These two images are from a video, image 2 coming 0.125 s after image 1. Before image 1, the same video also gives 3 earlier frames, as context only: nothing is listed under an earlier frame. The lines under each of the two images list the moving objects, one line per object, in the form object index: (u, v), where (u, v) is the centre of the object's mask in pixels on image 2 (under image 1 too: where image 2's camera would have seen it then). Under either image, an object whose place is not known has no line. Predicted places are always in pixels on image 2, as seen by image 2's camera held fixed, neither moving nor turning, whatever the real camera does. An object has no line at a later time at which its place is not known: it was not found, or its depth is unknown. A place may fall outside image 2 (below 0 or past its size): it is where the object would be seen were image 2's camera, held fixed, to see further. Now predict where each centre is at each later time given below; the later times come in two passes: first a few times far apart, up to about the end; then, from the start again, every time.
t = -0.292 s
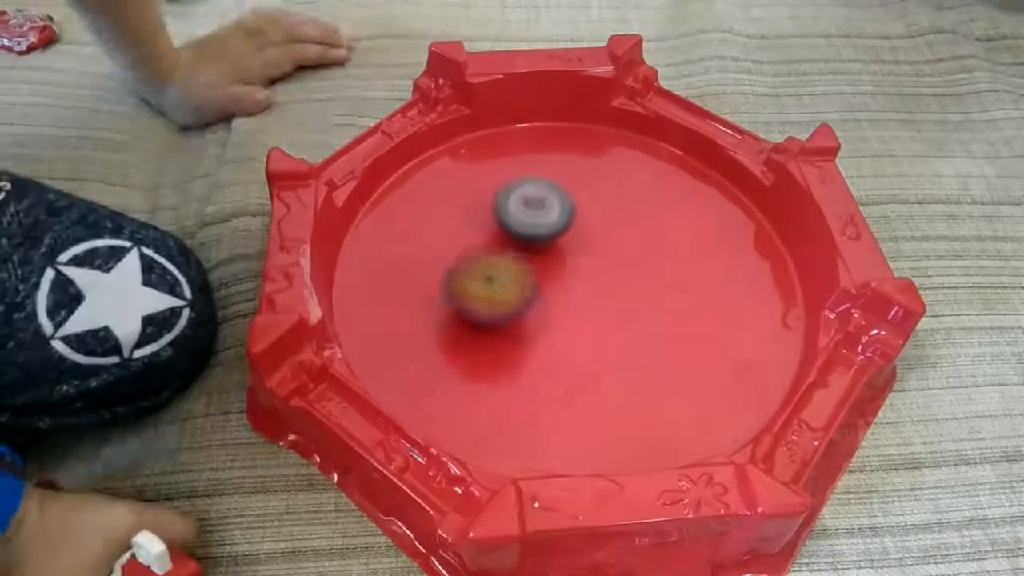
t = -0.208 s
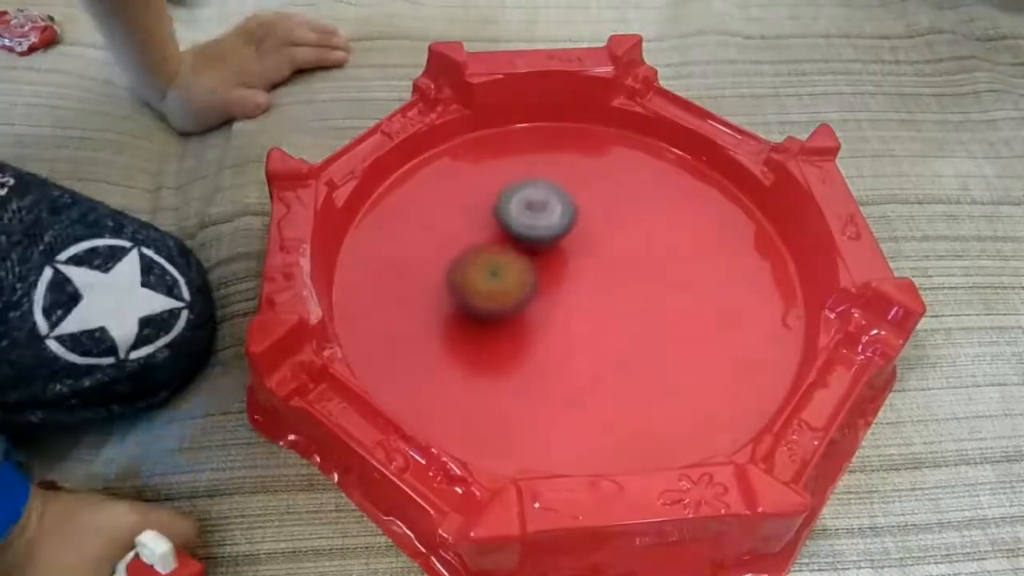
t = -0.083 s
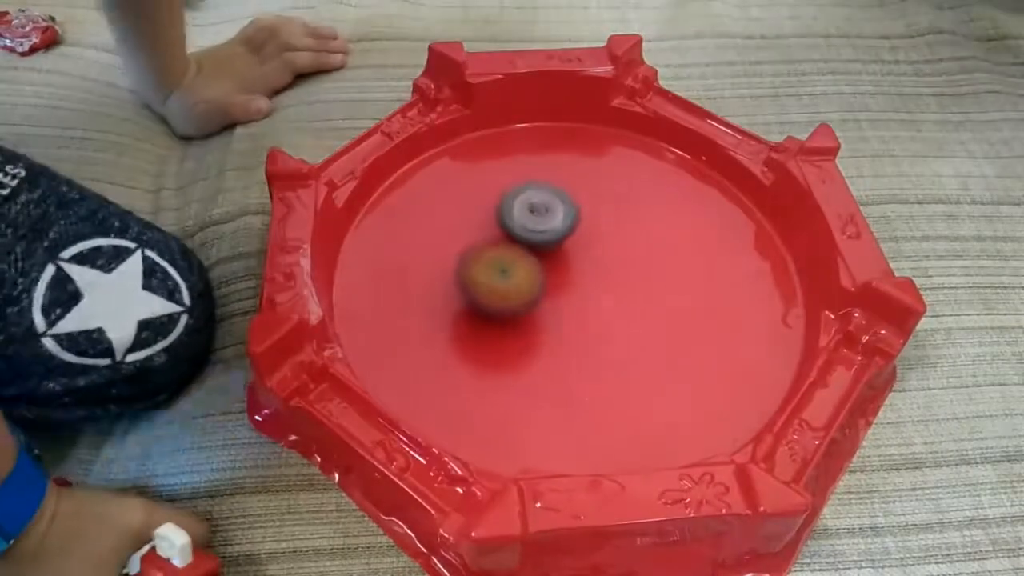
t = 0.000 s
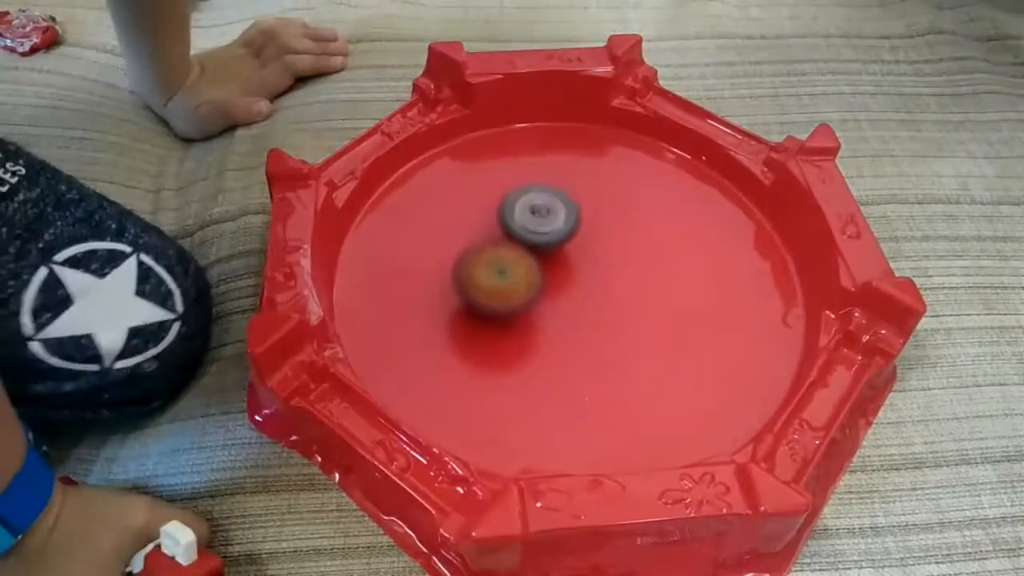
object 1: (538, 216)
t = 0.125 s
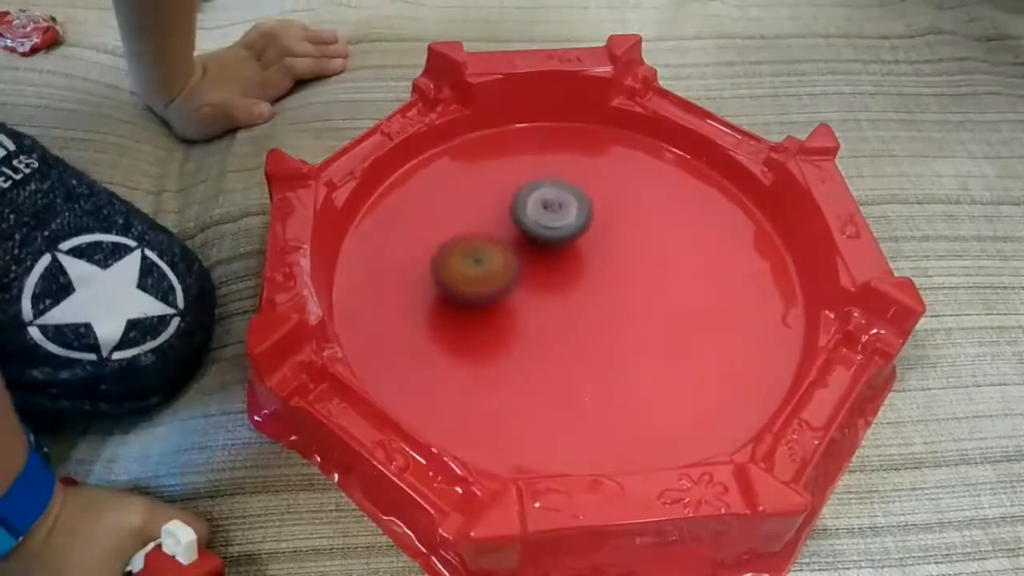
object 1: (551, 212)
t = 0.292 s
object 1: (558, 207)
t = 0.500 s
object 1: (563, 207)
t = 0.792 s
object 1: (590, 208)
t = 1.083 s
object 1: (596, 215)
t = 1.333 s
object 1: (624, 226)
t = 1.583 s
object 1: (635, 234)
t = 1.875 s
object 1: (629, 250)
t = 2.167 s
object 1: (623, 283)
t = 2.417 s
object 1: (622, 306)
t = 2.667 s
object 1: (601, 304)
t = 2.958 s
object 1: (568, 285)
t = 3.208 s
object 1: (548, 272)
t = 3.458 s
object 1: (536, 256)
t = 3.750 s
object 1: (532, 257)
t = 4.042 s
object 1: (533, 248)
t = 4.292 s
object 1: (535, 244)
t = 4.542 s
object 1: (534, 255)
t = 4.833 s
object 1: (526, 255)
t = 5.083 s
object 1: (518, 264)
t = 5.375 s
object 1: (509, 265)
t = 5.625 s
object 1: (507, 265)
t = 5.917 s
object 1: (499, 282)
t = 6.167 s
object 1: (478, 293)
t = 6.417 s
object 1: (473, 290)
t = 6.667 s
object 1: (496, 274)
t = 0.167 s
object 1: (554, 210)
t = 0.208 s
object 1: (556, 208)
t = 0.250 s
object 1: (557, 208)
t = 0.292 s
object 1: (558, 207)
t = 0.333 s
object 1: (559, 206)
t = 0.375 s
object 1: (560, 206)
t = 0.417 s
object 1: (561, 206)
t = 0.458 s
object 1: (562, 207)
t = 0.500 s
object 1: (563, 207)
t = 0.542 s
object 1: (565, 207)
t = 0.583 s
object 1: (566, 208)
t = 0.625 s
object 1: (567, 209)
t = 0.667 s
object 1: (571, 210)
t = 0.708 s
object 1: (580, 209)
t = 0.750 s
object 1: (586, 208)
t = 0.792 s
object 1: (590, 208)
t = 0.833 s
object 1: (593, 208)
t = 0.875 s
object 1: (596, 209)
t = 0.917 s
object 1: (598, 209)
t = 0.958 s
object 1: (598, 210)
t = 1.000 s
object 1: (598, 211)
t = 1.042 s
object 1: (597, 213)
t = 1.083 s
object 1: (596, 215)
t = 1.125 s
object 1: (595, 218)
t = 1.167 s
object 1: (594, 219)
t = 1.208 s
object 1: (593, 222)
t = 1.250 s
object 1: (603, 225)
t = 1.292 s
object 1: (618, 226)
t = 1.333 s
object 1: (624, 226)
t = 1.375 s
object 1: (628, 226)
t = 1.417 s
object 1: (630, 227)
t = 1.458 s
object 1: (632, 229)
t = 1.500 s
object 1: (633, 230)
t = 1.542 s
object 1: (634, 232)
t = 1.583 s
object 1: (635, 234)
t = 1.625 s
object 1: (635, 236)
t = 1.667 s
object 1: (635, 239)
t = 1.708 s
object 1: (635, 242)
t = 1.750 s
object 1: (635, 244)
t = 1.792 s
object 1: (634, 246)
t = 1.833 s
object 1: (632, 248)
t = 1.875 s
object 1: (629, 250)
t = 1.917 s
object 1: (626, 252)
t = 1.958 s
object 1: (622, 254)
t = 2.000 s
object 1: (618, 256)
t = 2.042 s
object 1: (614, 258)
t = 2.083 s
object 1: (609, 260)
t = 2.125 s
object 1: (616, 272)
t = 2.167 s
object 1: (623, 283)
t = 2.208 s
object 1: (627, 291)
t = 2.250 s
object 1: (628, 296)
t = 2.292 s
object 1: (627, 301)
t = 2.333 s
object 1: (627, 303)
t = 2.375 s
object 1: (625, 305)
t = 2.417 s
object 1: (622, 306)
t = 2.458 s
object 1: (620, 307)
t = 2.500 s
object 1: (617, 307)
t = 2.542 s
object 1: (614, 307)
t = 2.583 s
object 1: (610, 306)
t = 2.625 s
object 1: (606, 305)
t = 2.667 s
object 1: (601, 304)
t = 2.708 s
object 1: (597, 302)
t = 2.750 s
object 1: (592, 300)
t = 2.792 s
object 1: (588, 298)
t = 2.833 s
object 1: (583, 295)
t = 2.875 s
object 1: (579, 292)
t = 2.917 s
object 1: (573, 289)
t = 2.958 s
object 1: (568, 285)
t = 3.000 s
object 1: (563, 281)
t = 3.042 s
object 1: (559, 277)
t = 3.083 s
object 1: (556, 278)
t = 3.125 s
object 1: (553, 278)
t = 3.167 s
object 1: (550, 275)
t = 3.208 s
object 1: (548, 272)
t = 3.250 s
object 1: (545, 268)
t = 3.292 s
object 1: (543, 266)
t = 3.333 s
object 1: (541, 263)
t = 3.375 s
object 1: (540, 259)
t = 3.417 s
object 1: (539, 256)
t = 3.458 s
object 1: (536, 256)
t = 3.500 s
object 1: (533, 259)
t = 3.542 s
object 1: (532, 260)
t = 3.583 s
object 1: (532, 260)
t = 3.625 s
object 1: (533, 260)
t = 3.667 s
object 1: (533, 260)
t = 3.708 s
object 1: (532, 259)
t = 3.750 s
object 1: (532, 257)
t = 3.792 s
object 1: (532, 256)
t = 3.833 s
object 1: (531, 254)
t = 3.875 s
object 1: (531, 253)
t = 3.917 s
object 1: (531, 252)
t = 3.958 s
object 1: (531, 250)
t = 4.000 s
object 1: (532, 249)
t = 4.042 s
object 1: (533, 248)
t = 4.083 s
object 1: (533, 245)
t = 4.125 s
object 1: (534, 243)
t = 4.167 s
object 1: (535, 240)
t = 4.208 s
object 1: (536, 238)
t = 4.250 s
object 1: (537, 237)
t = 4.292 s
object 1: (535, 244)
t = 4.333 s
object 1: (535, 248)
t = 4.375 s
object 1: (535, 251)
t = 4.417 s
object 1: (535, 252)
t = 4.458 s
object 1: (534, 253)
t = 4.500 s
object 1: (534, 254)
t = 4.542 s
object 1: (534, 255)
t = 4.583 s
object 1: (533, 256)
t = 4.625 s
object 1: (532, 256)
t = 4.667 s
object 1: (530, 256)
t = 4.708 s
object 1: (530, 256)
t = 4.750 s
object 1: (529, 256)
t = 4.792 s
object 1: (528, 255)
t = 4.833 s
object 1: (526, 255)
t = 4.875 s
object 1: (525, 254)
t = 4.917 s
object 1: (525, 252)
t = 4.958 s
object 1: (523, 252)
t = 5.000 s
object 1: (521, 258)
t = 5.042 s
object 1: (519, 263)
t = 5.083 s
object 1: (518, 264)
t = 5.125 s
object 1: (516, 265)
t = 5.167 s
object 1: (515, 265)
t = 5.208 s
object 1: (513, 266)
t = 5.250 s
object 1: (512, 266)
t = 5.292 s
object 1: (510, 266)
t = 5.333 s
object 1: (510, 265)
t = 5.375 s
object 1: (509, 265)
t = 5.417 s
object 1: (509, 264)
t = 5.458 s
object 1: (508, 263)
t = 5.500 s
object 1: (509, 262)
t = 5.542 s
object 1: (509, 261)
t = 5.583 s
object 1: (507, 264)
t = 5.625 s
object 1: (507, 265)
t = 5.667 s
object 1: (508, 265)
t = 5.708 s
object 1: (509, 265)
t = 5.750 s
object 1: (510, 265)
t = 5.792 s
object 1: (510, 264)
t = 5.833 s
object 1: (509, 267)
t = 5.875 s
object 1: (503, 277)
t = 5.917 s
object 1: (499, 282)
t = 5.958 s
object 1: (496, 286)
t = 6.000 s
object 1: (493, 288)
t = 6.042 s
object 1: (488, 290)
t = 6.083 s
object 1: (485, 292)
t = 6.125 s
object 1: (481, 292)
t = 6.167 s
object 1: (478, 293)
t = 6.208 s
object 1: (476, 293)
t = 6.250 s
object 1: (474, 292)
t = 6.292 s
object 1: (473, 291)
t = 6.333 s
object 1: (473, 291)
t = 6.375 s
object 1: (473, 291)
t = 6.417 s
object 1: (473, 290)
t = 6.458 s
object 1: (475, 286)
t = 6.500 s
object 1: (479, 284)
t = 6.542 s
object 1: (482, 281)
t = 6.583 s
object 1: (486, 279)
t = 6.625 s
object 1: (491, 276)
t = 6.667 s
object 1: (496, 274)
